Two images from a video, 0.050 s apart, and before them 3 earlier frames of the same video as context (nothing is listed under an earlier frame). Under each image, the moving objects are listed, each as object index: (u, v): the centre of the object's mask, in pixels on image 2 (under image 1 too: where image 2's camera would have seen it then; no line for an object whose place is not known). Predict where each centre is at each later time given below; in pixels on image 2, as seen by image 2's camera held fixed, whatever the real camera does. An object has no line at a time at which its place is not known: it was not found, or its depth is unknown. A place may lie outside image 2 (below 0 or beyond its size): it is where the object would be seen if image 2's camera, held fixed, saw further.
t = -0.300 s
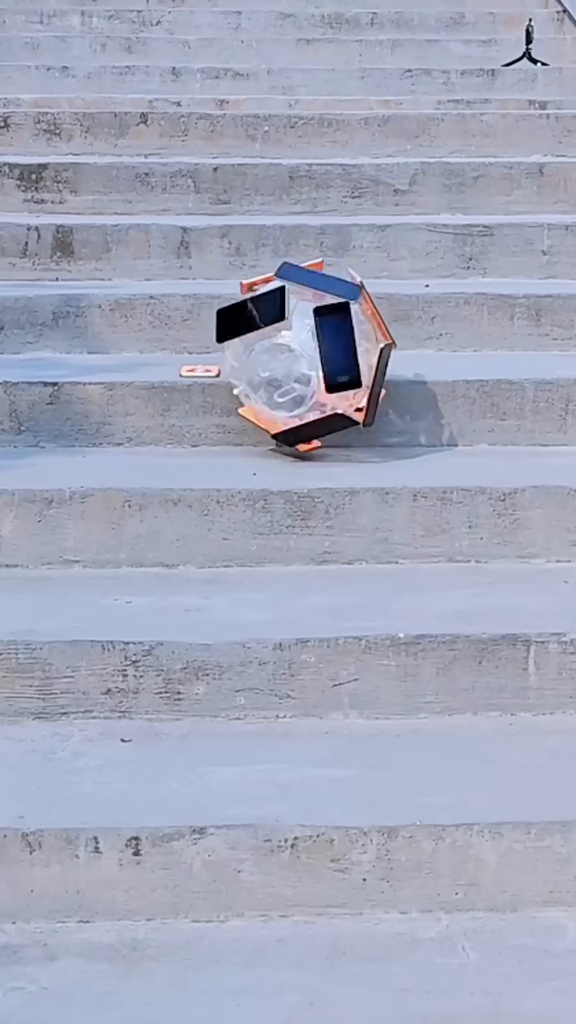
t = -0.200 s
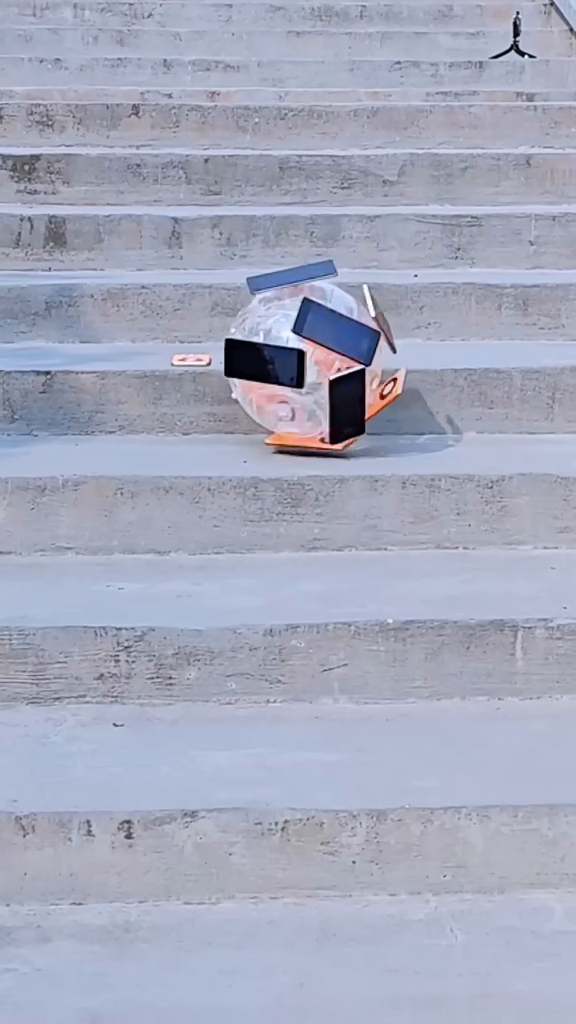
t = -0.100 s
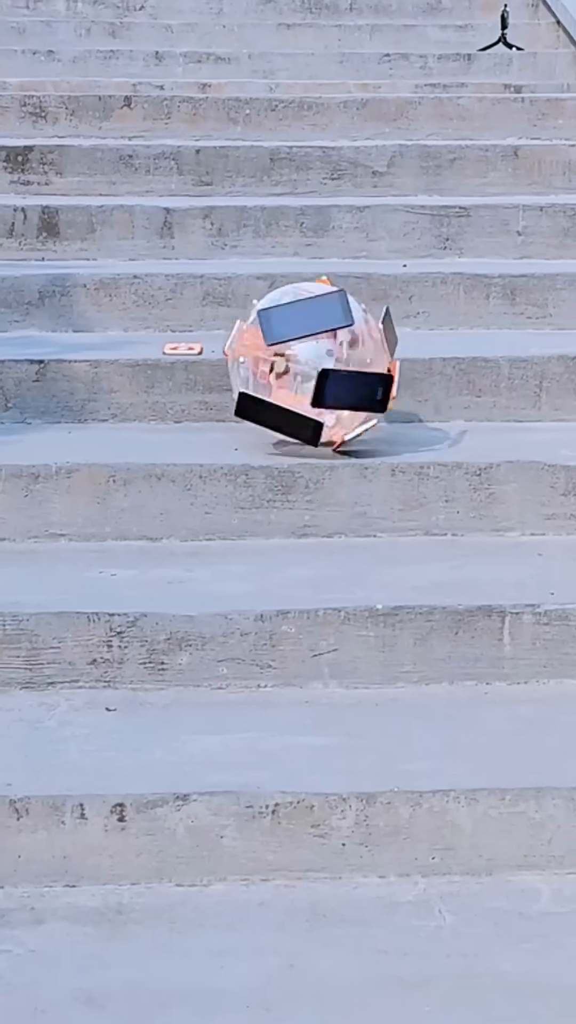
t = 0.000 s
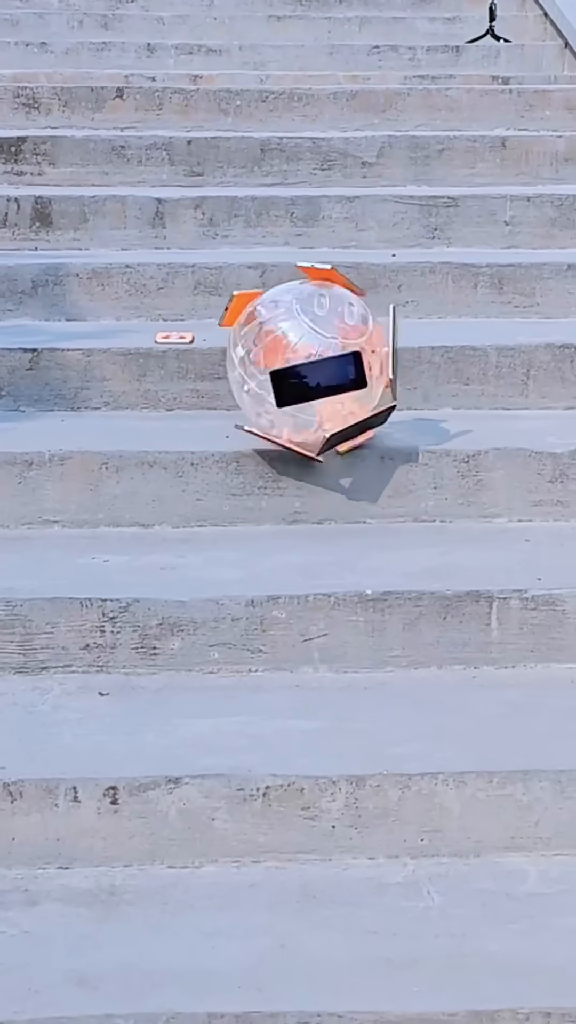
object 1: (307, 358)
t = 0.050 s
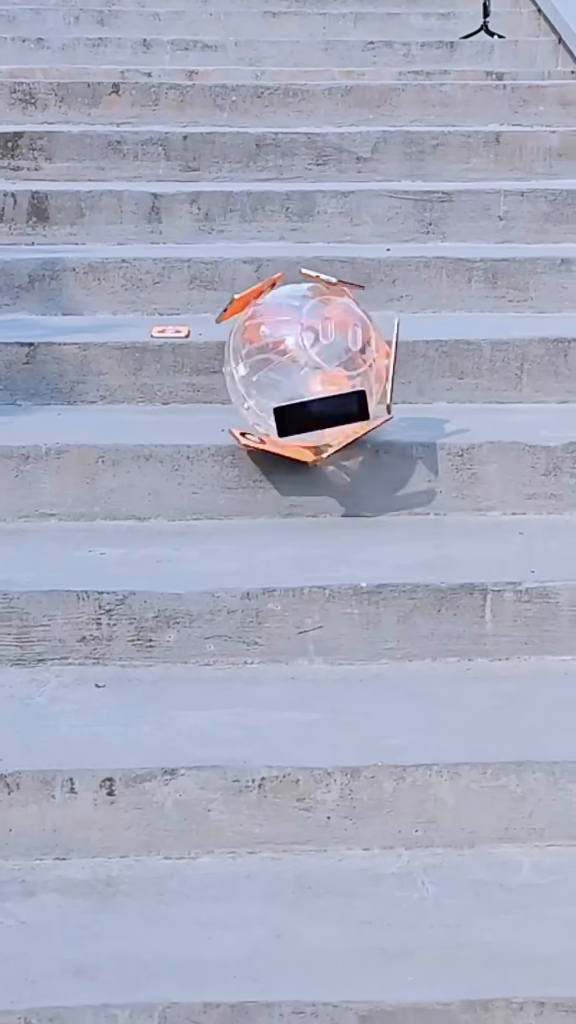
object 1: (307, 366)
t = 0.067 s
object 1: (308, 373)
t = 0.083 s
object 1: (310, 381)
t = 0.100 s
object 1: (311, 389)
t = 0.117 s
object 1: (312, 399)
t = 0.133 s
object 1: (314, 410)
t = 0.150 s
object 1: (314, 421)
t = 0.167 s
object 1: (315, 437)
